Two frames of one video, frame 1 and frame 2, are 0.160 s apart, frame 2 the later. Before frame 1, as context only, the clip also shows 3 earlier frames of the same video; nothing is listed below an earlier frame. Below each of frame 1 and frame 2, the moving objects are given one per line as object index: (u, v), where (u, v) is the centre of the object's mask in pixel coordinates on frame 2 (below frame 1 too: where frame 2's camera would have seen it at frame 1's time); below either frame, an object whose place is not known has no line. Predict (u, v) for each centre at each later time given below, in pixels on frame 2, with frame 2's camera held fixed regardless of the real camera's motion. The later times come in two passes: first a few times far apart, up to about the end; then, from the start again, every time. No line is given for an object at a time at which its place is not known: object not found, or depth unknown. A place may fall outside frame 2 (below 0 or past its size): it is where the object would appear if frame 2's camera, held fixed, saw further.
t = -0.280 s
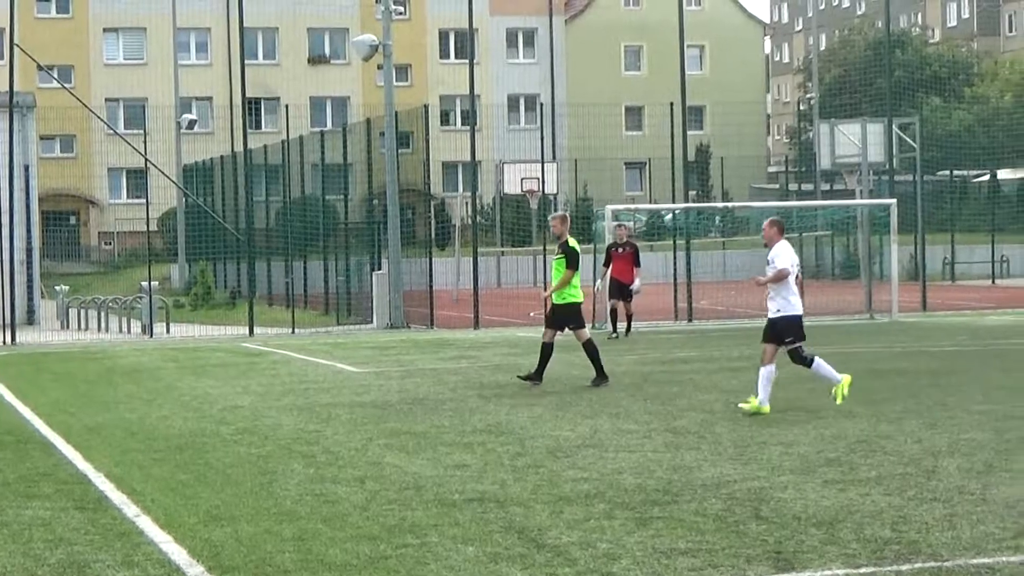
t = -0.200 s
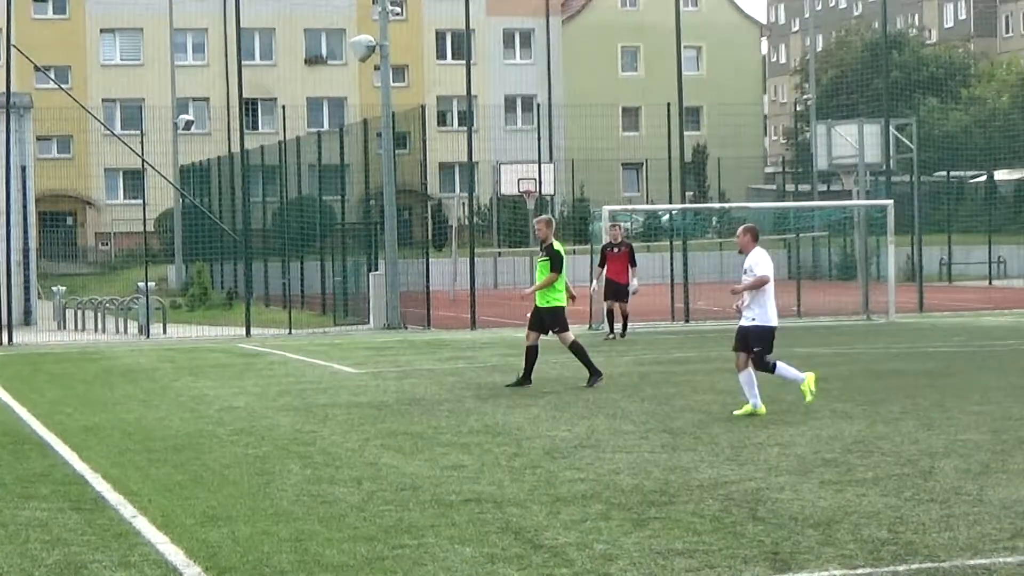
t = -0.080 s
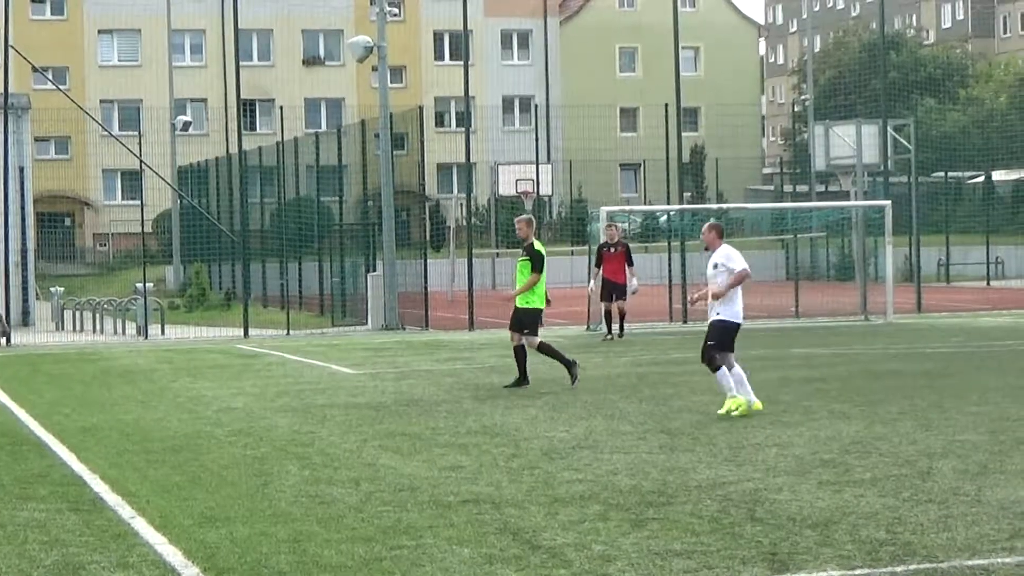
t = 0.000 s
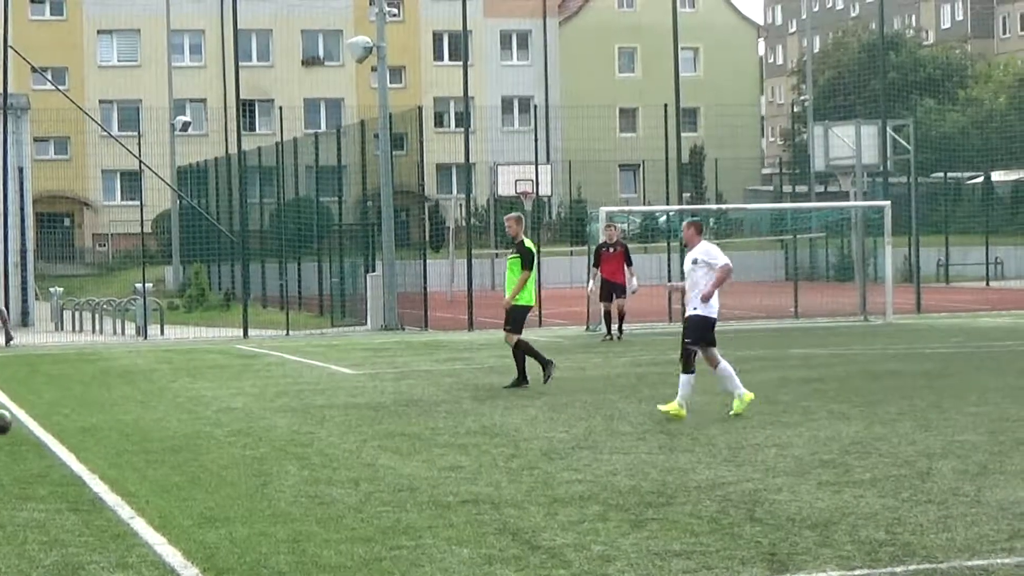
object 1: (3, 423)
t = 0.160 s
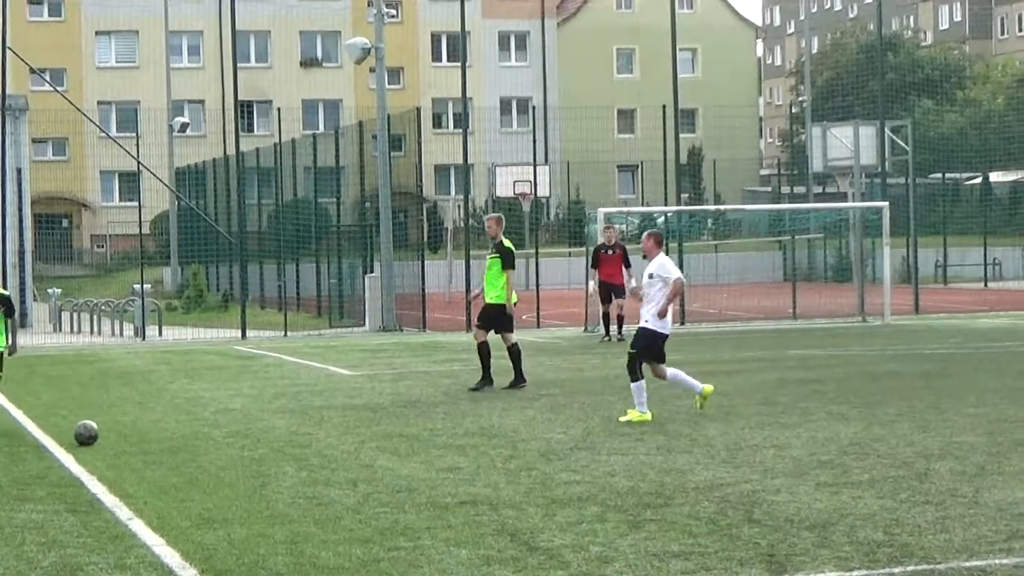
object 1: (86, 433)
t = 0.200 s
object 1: (108, 436)
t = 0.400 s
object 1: (221, 443)
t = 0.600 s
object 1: (334, 452)
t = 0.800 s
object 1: (447, 465)
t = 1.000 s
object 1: (564, 475)
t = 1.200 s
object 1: (697, 498)
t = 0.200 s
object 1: (108, 436)
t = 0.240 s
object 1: (131, 438)
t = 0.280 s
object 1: (154, 441)
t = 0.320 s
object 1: (176, 441)
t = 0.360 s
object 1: (198, 441)
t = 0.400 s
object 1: (221, 443)
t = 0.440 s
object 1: (244, 448)
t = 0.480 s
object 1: (268, 455)
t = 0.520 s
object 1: (290, 454)
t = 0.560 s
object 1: (312, 451)
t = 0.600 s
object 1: (334, 452)
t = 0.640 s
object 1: (357, 454)
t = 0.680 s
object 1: (380, 460)
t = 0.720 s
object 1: (404, 469)
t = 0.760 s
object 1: (426, 471)
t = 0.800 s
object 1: (447, 465)
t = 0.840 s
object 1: (470, 462)
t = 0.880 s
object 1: (492, 461)
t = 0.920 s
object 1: (515, 463)
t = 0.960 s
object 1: (540, 468)
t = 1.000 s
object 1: (564, 475)
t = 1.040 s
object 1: (590, 486)
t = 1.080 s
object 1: (616, 498)
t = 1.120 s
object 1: (641, 495)
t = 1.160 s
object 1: (669, 495)
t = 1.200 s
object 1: (697, 498)
